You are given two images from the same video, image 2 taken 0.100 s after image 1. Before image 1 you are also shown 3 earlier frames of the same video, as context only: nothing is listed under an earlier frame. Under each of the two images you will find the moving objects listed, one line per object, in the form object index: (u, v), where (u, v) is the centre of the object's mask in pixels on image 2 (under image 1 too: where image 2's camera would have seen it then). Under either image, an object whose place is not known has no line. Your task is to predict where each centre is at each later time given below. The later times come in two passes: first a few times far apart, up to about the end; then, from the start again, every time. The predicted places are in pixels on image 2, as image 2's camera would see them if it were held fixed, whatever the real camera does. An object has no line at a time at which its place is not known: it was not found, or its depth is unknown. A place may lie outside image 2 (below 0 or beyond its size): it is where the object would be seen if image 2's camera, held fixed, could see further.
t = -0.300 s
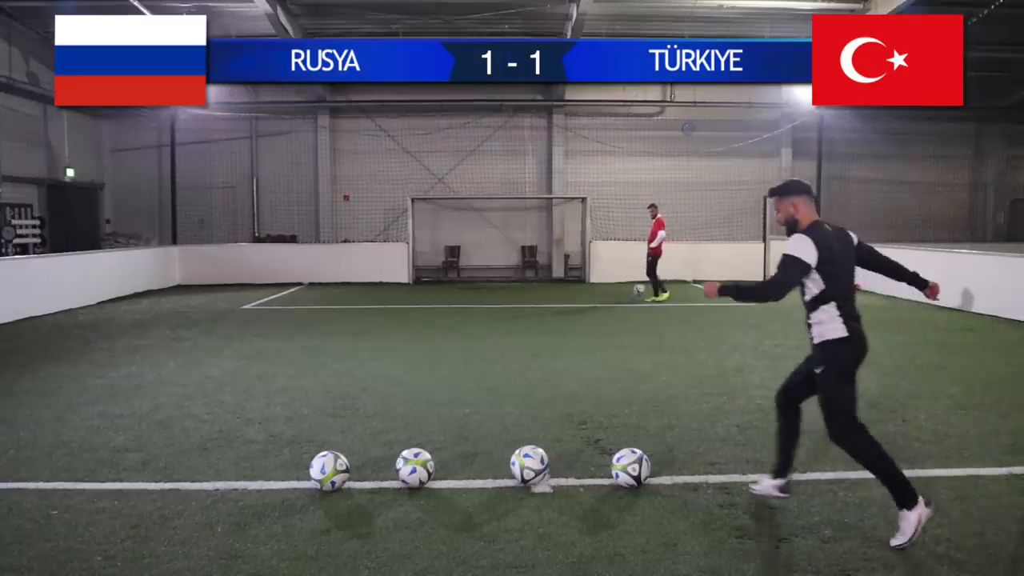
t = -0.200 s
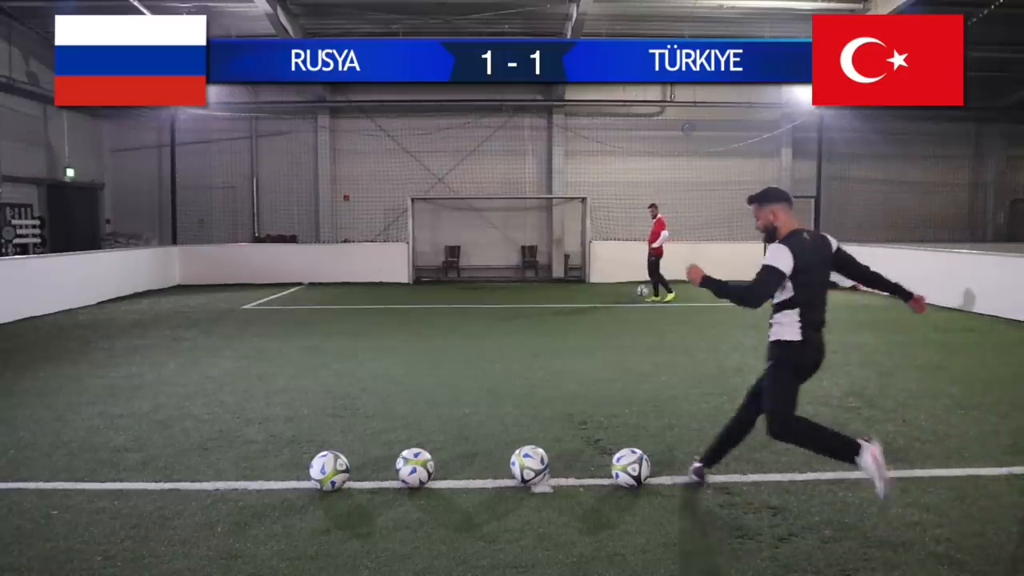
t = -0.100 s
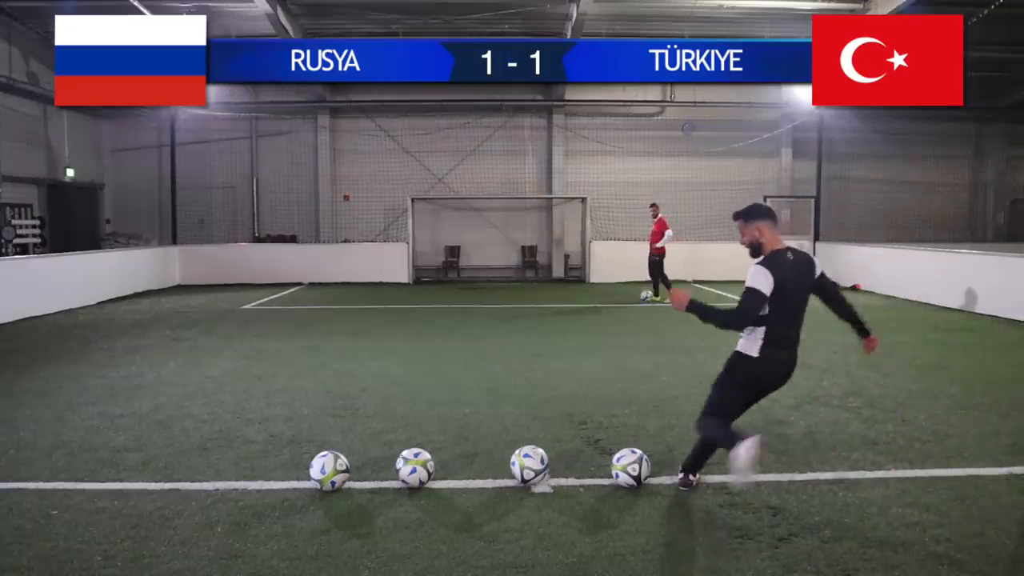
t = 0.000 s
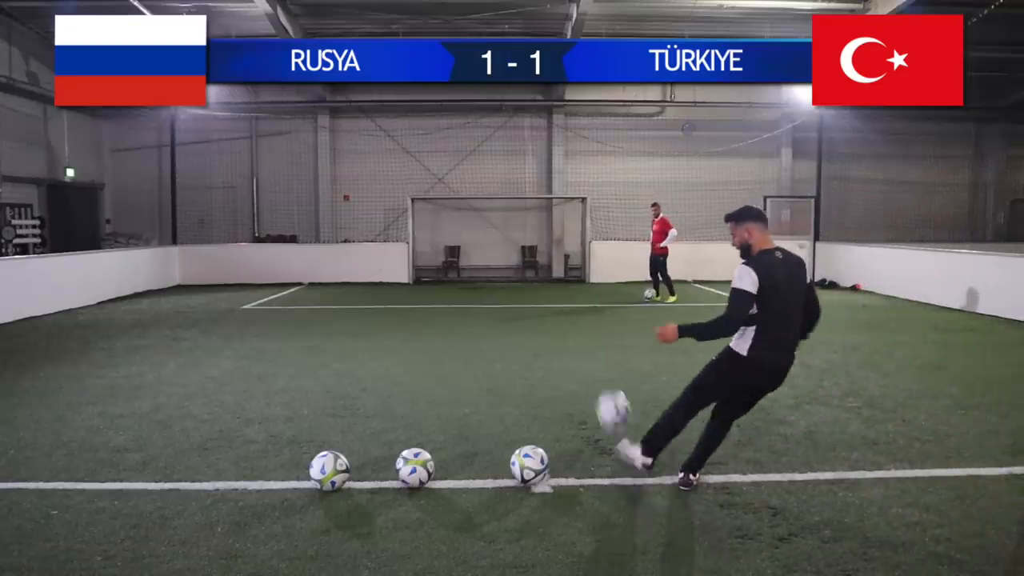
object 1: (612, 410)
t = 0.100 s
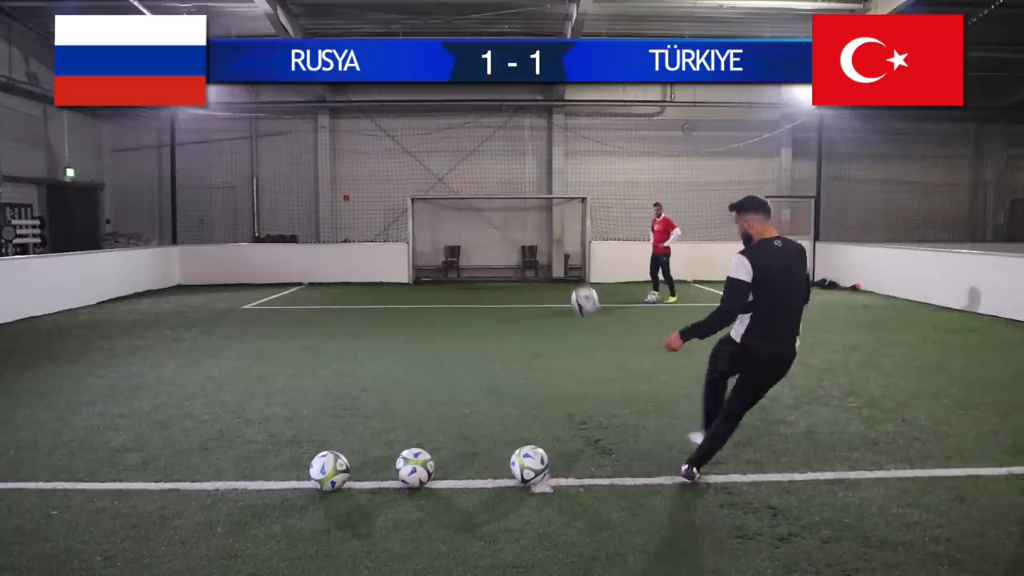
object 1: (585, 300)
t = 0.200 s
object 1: (568, 240)
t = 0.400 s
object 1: (553, 187)
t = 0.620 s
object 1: (546, 172)
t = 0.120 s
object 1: (581, 286)
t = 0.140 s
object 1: (577, 274)
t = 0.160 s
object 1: (574, 260)
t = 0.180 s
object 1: (571, 250)
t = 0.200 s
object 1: (568, 240)
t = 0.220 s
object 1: (567, 231)
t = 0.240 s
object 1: (564, 224)
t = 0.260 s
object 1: (561, 217)
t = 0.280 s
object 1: (560, 210)
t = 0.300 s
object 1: (559, 206)
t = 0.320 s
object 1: (557, 201)
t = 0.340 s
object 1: (556, 197)
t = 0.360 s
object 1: (555, 193)
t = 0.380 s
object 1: (554, 189)
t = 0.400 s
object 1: (553, 187)
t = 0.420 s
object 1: (552, 184)
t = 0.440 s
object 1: (551, 182)
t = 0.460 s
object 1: (550, 179)
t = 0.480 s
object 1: (549, 178)
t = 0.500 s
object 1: (549, 175)
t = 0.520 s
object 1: (548, 174)
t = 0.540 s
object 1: (548, 174)
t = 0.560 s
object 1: (547, 173)
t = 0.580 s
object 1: (547, 173)
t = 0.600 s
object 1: (547, 173)
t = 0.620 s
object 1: (546, 172)
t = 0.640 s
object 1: (546, 173)
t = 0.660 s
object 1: (546, 173)
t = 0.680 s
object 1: (546, 173)
